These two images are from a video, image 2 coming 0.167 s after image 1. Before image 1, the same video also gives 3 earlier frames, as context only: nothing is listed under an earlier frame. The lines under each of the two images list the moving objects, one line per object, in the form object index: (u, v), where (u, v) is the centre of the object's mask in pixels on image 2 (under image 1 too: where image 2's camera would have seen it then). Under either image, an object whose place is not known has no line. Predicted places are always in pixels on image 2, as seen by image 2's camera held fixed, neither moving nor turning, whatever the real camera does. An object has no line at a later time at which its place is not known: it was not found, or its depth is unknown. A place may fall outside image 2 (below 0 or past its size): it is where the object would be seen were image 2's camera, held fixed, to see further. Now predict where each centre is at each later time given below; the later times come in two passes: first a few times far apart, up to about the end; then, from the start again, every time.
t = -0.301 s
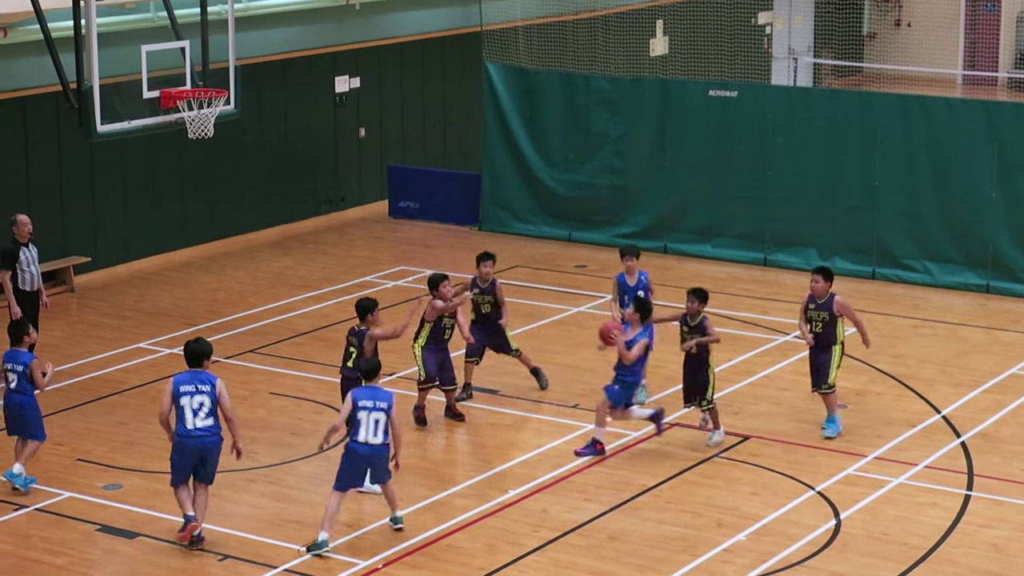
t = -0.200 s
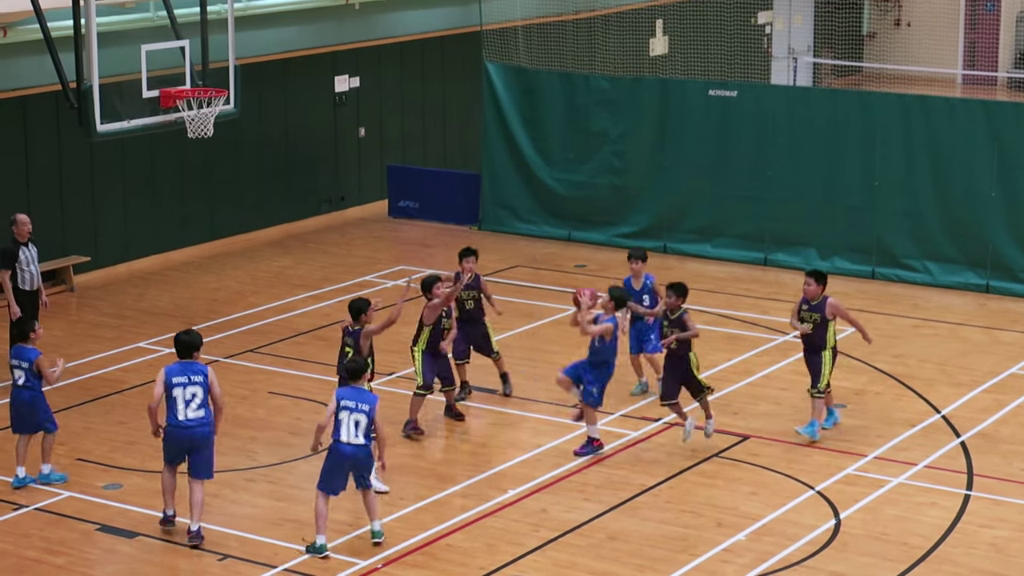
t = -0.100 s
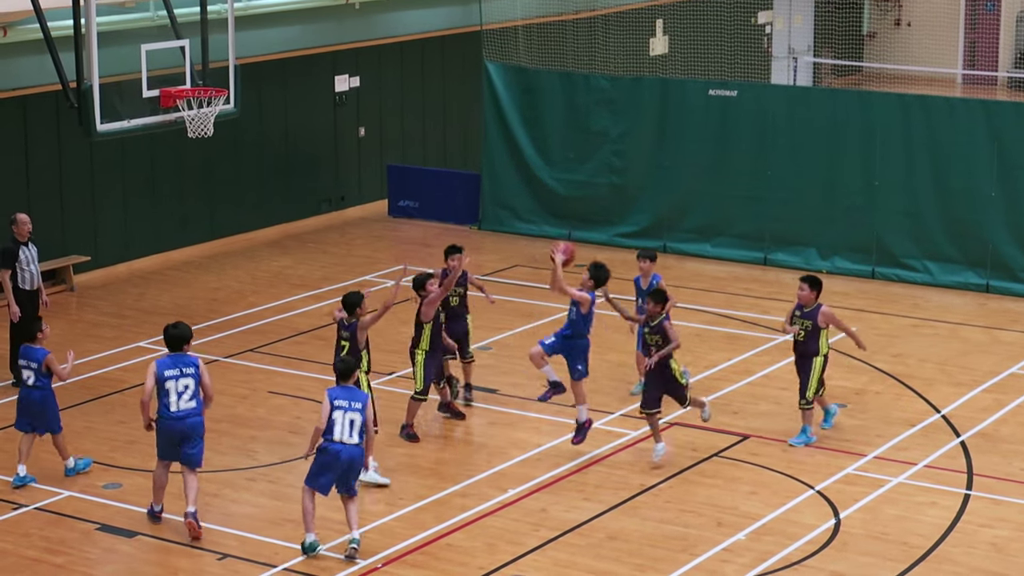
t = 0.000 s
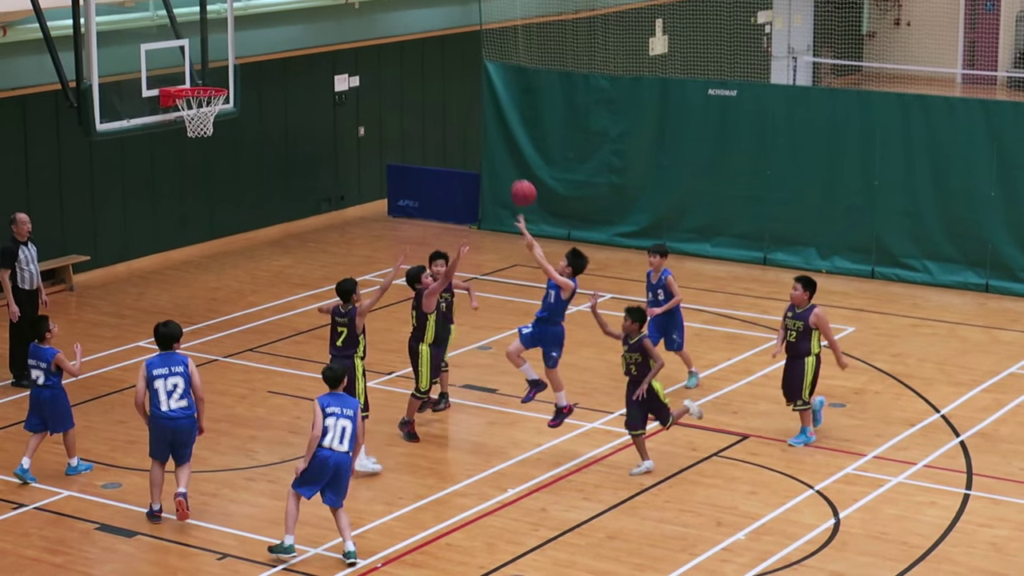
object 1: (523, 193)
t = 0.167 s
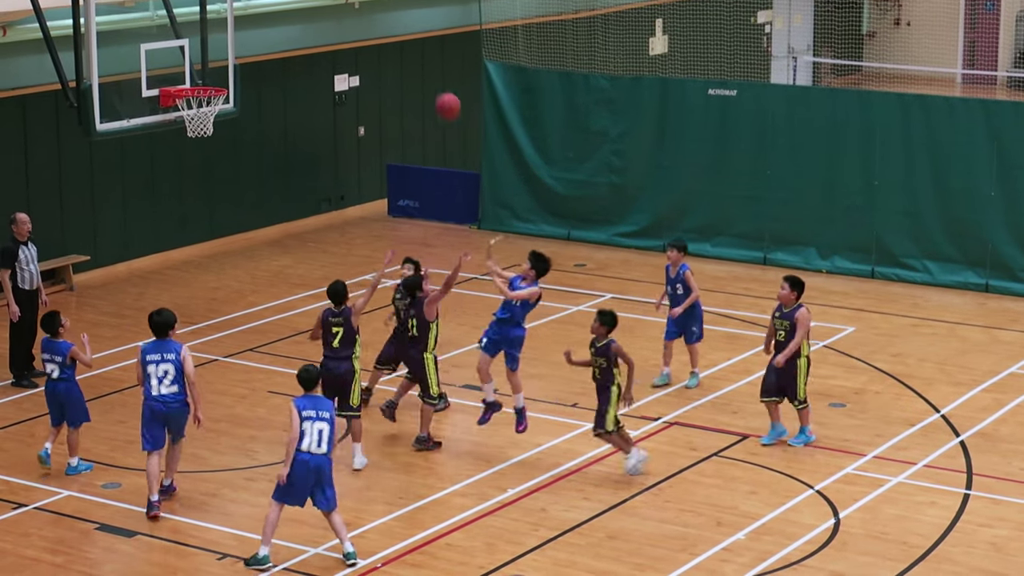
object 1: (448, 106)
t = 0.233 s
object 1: (418, 80)
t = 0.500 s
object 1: (302, 29)
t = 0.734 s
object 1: (206, 50)
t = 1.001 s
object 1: (215, 108)
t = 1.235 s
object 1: (204, 114)
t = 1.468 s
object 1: (198, 142)
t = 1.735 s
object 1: (198, 211)
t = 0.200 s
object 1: (433, 92)
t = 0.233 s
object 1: (418, 80)
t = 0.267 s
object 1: (403, 69)
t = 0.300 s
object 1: (389, 60)
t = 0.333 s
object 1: (374, 52)
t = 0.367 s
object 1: (360, 44)
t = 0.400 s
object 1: (345, 38)
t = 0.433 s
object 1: (331, 34)
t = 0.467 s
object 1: (317, 31)
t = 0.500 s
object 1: (302, 29)
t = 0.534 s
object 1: (289, 28)
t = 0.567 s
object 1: (274, 28)
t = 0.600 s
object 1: (260, 30)
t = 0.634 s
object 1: (247, 33)
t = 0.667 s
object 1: (233, 37)
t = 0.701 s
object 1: (220, 43)
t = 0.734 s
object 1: (206, 50)
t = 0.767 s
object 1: (193, 57)
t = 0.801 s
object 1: (180, 66)
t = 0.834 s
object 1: (185, 74)
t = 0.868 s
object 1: (191, 83)
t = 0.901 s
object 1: (200, 88)
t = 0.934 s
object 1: (206, 106)
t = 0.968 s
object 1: (209, 106)
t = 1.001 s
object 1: (215, 108)
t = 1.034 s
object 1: (214, 107)
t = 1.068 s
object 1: (210, 108)
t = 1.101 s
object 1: (209, 108)
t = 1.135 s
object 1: (208, 108)
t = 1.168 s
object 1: (207, 111)
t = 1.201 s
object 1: (205, 111)
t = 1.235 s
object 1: (204, 114)
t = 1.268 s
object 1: (201, 116)
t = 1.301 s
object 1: (199, 119)
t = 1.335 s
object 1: (199, 126)
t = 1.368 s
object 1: (199, 126)
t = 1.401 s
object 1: (198, 127)
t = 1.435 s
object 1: (199, 132)
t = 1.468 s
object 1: (198, 142)
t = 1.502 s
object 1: (198, 144)
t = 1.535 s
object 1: (197, 148)
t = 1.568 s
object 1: (197, 155)
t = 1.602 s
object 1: (197, 163)
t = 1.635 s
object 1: (197, 174)
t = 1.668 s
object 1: (197, 185)
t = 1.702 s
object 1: (197, 197)
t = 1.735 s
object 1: (198, 211)
